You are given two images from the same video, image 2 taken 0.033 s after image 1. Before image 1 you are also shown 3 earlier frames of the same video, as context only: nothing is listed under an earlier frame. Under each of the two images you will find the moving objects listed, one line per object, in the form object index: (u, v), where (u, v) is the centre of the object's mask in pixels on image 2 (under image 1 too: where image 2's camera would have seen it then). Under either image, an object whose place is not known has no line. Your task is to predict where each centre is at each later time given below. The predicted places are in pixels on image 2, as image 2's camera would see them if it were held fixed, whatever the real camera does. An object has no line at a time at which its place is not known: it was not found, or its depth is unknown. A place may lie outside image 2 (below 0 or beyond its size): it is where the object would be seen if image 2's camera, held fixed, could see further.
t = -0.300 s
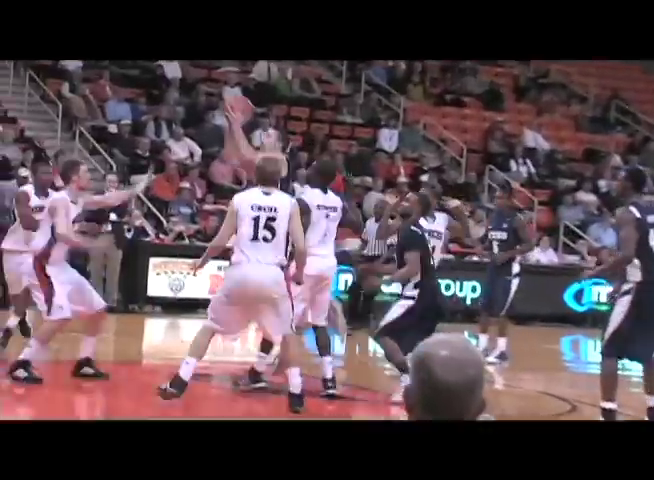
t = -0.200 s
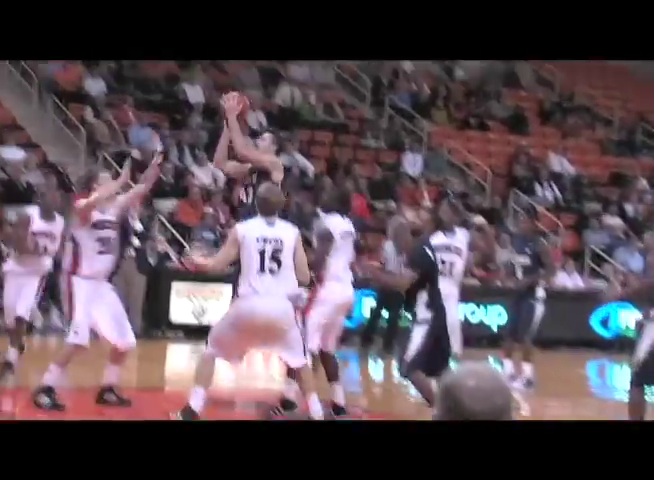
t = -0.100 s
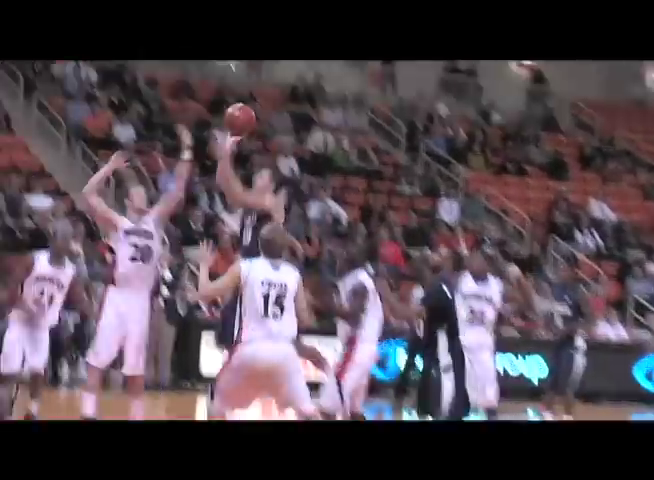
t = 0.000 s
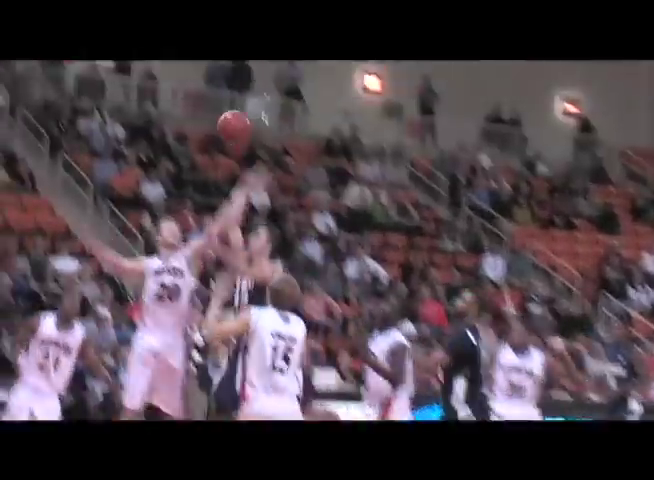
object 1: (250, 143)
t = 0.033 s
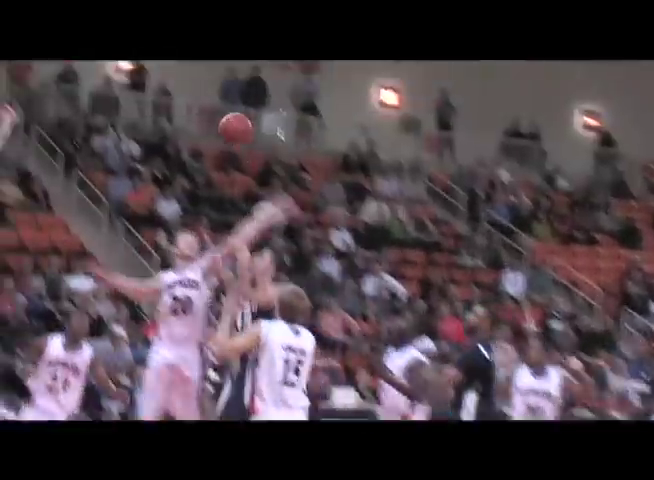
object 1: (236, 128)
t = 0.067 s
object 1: (221, 116)
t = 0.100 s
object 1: (207, 107)
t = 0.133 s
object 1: (192, 96)
